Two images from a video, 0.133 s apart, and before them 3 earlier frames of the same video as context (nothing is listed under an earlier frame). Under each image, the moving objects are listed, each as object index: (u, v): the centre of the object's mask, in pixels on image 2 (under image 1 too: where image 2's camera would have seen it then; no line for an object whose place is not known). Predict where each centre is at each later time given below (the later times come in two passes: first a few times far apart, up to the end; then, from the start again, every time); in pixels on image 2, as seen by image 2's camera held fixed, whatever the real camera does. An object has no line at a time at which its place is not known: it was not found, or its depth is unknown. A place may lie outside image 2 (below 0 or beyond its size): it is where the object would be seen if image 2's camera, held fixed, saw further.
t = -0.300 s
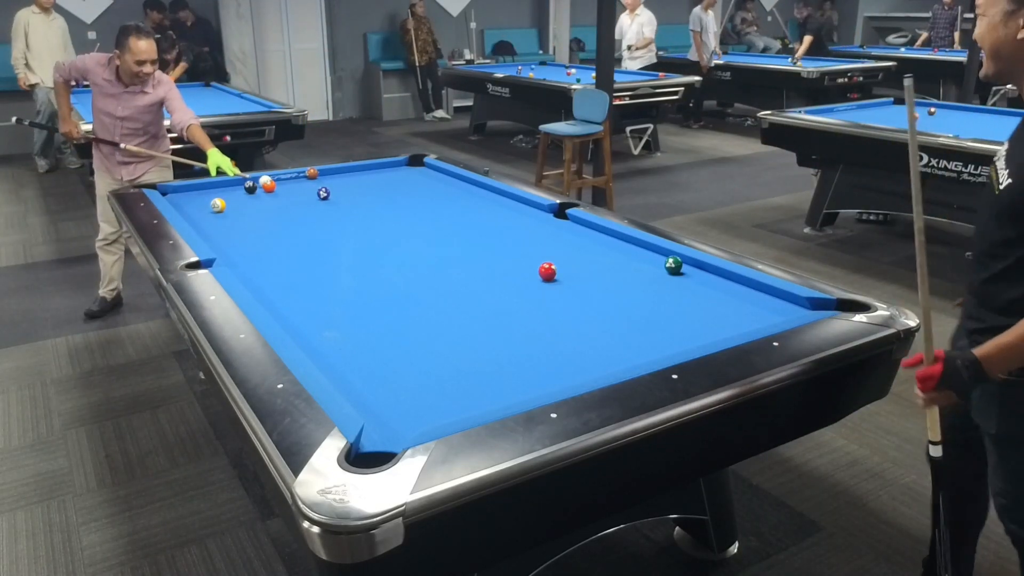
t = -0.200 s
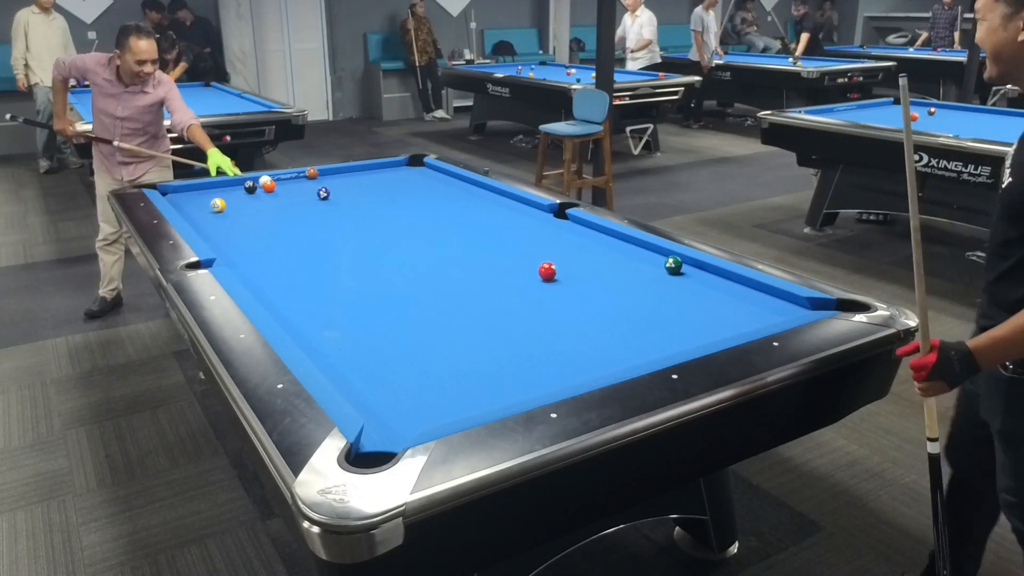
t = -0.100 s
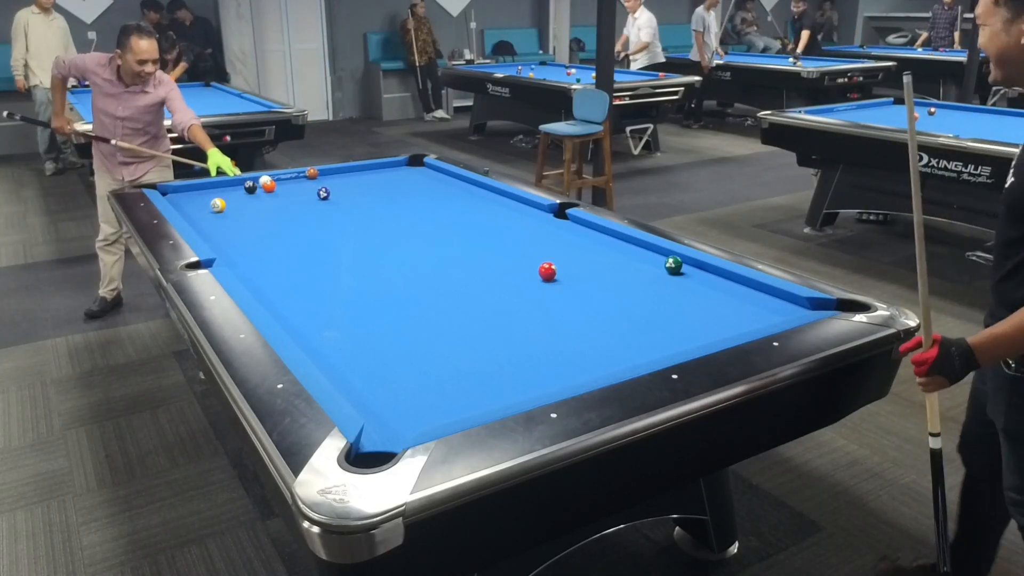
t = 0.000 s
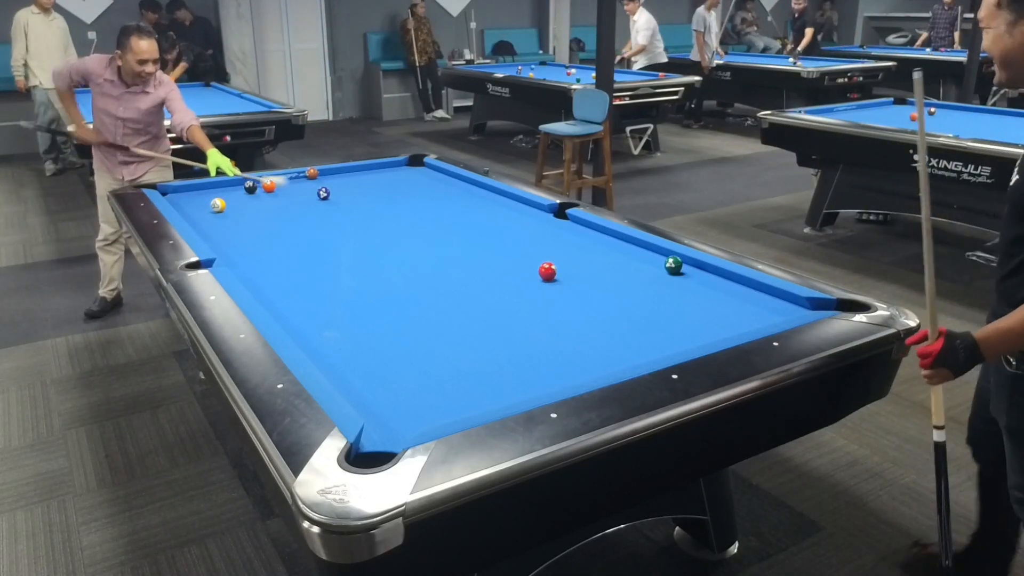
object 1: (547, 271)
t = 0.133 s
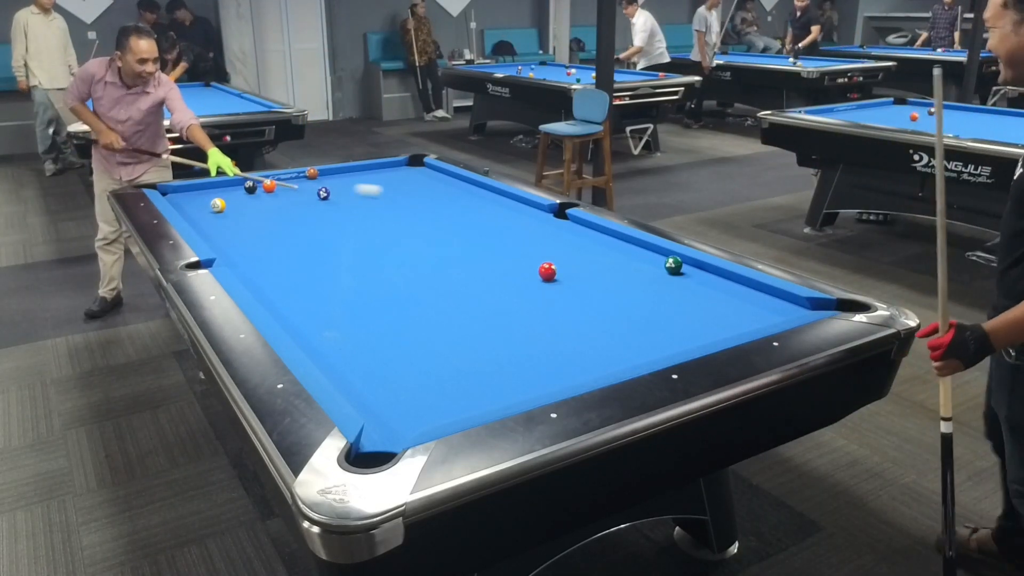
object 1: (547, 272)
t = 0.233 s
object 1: (547, 272)
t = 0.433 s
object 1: (547, 272)
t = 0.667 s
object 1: (547, 272)
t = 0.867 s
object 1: (562, 275)
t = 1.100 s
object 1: (611, 288)
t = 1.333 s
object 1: (660, 300)
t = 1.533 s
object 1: (703, 310)
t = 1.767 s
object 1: (755, 321)
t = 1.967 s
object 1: (751, 317)
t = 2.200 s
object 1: (737, 307)
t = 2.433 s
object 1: (724, 299)
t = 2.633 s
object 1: (714, 292)
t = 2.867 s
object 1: (703, 285)
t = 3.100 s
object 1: (693, 279)
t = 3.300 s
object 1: (686, 274)
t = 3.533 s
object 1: (680, 271)
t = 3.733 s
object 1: (677, 270)
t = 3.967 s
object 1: (676, 270)
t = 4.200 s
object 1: (675, 270)
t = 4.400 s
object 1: (676, 270)
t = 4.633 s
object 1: (676, 270)
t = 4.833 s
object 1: (676, 270)
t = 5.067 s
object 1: (676, 270)
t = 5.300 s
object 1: (676, 270)
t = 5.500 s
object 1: (676, 270)
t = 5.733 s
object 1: (676, 270)
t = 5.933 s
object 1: (676, 270)
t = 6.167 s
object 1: (676, 270)
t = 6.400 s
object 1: (676, 270)
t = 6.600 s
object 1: (676, 270)
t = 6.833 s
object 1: (676, 269)
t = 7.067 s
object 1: (676, 269)
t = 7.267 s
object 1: (676, 270)
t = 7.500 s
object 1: (676, 270)
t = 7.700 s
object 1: (676, 270)
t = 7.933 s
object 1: (676, 270)
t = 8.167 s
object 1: (676, 270)
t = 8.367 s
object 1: (676, 270)
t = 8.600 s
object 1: (676, 270)
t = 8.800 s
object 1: (676, 270)
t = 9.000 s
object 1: (676, 270)
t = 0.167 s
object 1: (547, 271)
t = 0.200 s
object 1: (547, 272)
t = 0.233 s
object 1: (547, 272)
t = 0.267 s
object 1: (547, 271)
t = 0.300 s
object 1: (547, 271)
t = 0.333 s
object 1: (547, 272)
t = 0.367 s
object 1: (547, 271)
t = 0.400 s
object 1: (547, 272)
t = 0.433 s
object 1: (547, 272)
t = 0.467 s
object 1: (547, 272)
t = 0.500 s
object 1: (547, 272)
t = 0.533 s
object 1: (547, 271)
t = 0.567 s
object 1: (547, 272)
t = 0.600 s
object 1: (547, 272)
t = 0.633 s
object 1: (547, 272)
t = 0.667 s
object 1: (547, 272)
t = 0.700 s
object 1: (547, 272)
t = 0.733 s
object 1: (547, 272)
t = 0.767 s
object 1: (547, 272)
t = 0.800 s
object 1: (547, 272)
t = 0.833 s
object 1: (553, 273)
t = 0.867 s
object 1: (562, 275)
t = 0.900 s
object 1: (570, 277)
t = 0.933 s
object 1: (578, 279)
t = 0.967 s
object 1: (585, 281)
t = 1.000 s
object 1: (591, 282)
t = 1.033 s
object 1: (598, 284)
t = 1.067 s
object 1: (604, 286)
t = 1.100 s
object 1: (611, 288)
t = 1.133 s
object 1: (618, 289)
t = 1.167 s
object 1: (625, 291)
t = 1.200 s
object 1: (632, 293)
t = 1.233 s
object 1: (639, 295)
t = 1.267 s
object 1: (646, 296)
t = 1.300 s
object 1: (653, 298)
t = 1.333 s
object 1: (660, 300)
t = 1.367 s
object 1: (667, 301)
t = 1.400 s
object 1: (674, 303)
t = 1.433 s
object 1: (681, 305)
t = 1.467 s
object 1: (689, 307)
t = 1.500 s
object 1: (696, 308)
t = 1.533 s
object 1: (703, 310)
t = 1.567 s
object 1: (711, 312)
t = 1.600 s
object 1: (718, 314)
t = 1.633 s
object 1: (726, 316)
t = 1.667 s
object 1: (733, 318)
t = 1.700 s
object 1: (741, 320)
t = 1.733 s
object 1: (748, 320)
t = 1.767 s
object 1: (755, 321)
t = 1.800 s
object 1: (761, 321)
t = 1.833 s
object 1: (759, 320)
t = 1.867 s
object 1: (757, 319)
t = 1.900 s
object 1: (755, 319)
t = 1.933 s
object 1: (753, 318)
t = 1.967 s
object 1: (751, 317)
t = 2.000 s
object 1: (749, 316)
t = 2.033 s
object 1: (747, 314)
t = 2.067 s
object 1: (745, 313)
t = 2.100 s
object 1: (743, 311)
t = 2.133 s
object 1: (741, 310)
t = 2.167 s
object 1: (739, 309)
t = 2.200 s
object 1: (737, 307)
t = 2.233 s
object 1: (735, 306)
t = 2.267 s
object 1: (733, 305)
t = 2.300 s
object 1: (731, 303)
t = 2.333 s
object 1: (729, 302)
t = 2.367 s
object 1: (727, 301)
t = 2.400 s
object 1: (726, 300)
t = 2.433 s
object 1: (724, 299)
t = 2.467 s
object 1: (722, 297)
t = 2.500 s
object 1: (720, 296)
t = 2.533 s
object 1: (719, 295)
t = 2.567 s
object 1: (717, 294)
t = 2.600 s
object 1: (715, 293)
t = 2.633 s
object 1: (714, 292)
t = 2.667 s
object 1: (712, 291)
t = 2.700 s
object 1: (711, 290)
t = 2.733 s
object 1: (709, 289)
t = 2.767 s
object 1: (707, 288)
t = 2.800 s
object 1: (706, 287)
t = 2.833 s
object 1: (704, 286)
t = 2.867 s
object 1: (703, 285)
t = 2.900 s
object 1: (701, 284)
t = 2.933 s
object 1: (700, 283)
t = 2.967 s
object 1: (698, 282)
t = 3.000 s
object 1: (697, 281)
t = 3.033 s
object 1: (696, 281)
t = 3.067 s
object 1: (694, 280)
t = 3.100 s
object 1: (693, 279)
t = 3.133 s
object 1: (692, 278)
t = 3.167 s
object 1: (691, 277)
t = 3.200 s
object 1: (689, 277)
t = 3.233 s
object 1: (688, 276)
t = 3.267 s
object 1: (687, 275)
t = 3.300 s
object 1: (686, 274)
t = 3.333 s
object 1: (685, 273)
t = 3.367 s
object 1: (684, 273)
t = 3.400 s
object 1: (682, 272)
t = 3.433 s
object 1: (681, 272)
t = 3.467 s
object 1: (680, 271)
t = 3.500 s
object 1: (680, 271)
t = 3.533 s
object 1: (680, 271)
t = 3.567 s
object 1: (679, 271)
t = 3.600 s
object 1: (679, 270)
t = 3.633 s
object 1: (678, 270)
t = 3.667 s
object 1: (678, 270)
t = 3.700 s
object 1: (678, 270)
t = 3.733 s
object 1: (677, 270)
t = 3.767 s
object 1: (677, 270)
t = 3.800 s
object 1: (677, 270)
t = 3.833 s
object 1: (677, 270)
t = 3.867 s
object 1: (676, 270)
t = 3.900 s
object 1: (676, 270)
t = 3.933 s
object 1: (676, 269)
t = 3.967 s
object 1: (676, 270)
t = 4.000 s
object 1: (676, 270)
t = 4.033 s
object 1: (676, 270)
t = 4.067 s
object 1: (676, 270)
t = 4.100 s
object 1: (675, 270)
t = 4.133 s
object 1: (675, 269)
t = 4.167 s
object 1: (675, 270)
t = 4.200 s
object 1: (675, 270)
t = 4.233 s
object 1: (675, 270)
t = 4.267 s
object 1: (676, 270)
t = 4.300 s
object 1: (676, 270)
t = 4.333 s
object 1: (676, 270)
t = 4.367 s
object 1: (676, 270)
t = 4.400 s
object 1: (676, 270)
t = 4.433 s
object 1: (676, 270)
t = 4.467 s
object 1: (676, 270)
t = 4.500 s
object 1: (676, 270)
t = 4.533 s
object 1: (676, 270)
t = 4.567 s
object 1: (676, 270)
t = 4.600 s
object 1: (676, 270)
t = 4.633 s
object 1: (676, 270)
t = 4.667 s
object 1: (676, 270)
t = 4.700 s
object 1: (676, 270)
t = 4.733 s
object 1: (676, 270)
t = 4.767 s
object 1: (676, 270)
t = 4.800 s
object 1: (676, 269)
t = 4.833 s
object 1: (676, 270)
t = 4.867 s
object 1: (676, 270)
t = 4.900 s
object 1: (676, 270)
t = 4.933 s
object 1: (676, 270)
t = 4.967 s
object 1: (676, 269)
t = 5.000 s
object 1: (676, 270)
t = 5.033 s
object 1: (676, 270)
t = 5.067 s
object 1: (676, 270)
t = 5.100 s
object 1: (676, 270)
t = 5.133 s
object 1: (676, 270)
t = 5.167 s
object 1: (676, 270)
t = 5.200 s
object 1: (676, 270)
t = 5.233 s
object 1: (676, 270)
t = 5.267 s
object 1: (676, 270)
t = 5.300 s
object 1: (676, 270)
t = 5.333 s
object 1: (676, 270)
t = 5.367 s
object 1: (676, 270)
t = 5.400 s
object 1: (676, 270)
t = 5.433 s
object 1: (676, 270)
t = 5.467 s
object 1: (676, 270)
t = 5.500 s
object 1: (676, 270)
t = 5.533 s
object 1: (676, 270)
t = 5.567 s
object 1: (676, 270)
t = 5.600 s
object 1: (676, 270)
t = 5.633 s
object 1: (676, 270)
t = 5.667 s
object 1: (676, 270)
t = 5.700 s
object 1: (676, 270)
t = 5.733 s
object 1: (676, 270)
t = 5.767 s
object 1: (676, 270)
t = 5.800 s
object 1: (676, 270)
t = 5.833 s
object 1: (676, 270)
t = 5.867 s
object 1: (676, 270)
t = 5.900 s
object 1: (676, 270)
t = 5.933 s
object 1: (676, 270)
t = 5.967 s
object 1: (676, 270)
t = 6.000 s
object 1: (676, 270)
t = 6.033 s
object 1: (676, 270)
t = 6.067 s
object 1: (676, 270)
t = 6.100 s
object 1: (676, 270)
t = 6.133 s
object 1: (676, 270)
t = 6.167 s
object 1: (676, 270)
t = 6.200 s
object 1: (676, 270)
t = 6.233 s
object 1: (676, 270)
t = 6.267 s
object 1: (676, 270)
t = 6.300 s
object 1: (676, 270)
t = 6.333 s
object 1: (676, 270)
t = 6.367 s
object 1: (676, 270)
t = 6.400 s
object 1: (676, 270)
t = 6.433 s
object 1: (676, 270)
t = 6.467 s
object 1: (676, 270)
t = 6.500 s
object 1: (676, 270)
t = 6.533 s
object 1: (676, 270)
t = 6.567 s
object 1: (676, 270)
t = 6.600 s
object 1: (676, 270)
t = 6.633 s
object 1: (676, 270)
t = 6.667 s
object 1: (676, 270)
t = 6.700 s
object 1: (676, 270)
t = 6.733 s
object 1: (676, 270)
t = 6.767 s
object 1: (676, 270)
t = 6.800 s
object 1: (676, 270)
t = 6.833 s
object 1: (676, 269)
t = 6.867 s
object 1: (676, 269)
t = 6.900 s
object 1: (676, 270)
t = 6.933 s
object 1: (676, 269)
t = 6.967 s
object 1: (676, 269)
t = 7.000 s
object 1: (676, 270)
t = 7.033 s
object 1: (676, 270)
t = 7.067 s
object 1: (676, 269)
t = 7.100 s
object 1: (676, 270)
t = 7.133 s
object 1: (676, 269)
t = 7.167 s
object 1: (676, 270)
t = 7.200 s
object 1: (676, 270)
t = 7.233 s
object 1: (676, 270)
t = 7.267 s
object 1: (676, 270)
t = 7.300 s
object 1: (676, 270)
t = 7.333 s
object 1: (676, 270)
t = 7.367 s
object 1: (676, 270)
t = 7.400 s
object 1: (676, 270)
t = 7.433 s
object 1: (676, 270)
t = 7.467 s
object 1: (676, 270)
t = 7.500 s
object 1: (676, 270)
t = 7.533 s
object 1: (676, 270)
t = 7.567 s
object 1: (676, 270)
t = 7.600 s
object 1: (676, 270)
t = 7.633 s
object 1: (676, 270)
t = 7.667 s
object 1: (676, 270)
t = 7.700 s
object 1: (676, 270)
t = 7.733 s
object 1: (676, 270)
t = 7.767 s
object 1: (676, 270)
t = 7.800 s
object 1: (676, 270)
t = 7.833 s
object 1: (676, 270)
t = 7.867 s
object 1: (676, 270)
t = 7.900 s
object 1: (676, 270)
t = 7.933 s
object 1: (676, 270)
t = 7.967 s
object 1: (676, 270)
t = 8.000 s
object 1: (676, 270)
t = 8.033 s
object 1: (676, 270)
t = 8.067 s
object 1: (676, 270)
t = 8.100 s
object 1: (676, 270)
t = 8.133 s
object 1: (676, 270)
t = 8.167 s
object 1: (676, 270)
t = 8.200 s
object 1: (676, 270)
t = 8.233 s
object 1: (676, 270)
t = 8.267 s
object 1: (676, 270)
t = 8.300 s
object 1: (676, 270)
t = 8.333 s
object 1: (676, 270)
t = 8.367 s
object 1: (676, 270)
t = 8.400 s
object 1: (676, 270)
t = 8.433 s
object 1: (676, 270)
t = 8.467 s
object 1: (676, 270)
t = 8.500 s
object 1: (676, 270)
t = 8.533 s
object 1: (676, 270)
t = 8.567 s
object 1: (676, 270)
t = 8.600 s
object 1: (676, 270)
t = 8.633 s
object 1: (676, 270)
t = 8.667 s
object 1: (676, 270)
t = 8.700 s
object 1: (676, 270)
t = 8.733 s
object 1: (676, 270)
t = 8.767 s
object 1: (676, 270)
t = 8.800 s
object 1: (676, 270)
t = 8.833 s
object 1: (676, 270)
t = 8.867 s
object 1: (676, 270)
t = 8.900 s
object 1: (676, 270)
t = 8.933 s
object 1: (676, 270)
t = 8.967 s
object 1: (676, 270)
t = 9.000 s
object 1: (676, 270)
